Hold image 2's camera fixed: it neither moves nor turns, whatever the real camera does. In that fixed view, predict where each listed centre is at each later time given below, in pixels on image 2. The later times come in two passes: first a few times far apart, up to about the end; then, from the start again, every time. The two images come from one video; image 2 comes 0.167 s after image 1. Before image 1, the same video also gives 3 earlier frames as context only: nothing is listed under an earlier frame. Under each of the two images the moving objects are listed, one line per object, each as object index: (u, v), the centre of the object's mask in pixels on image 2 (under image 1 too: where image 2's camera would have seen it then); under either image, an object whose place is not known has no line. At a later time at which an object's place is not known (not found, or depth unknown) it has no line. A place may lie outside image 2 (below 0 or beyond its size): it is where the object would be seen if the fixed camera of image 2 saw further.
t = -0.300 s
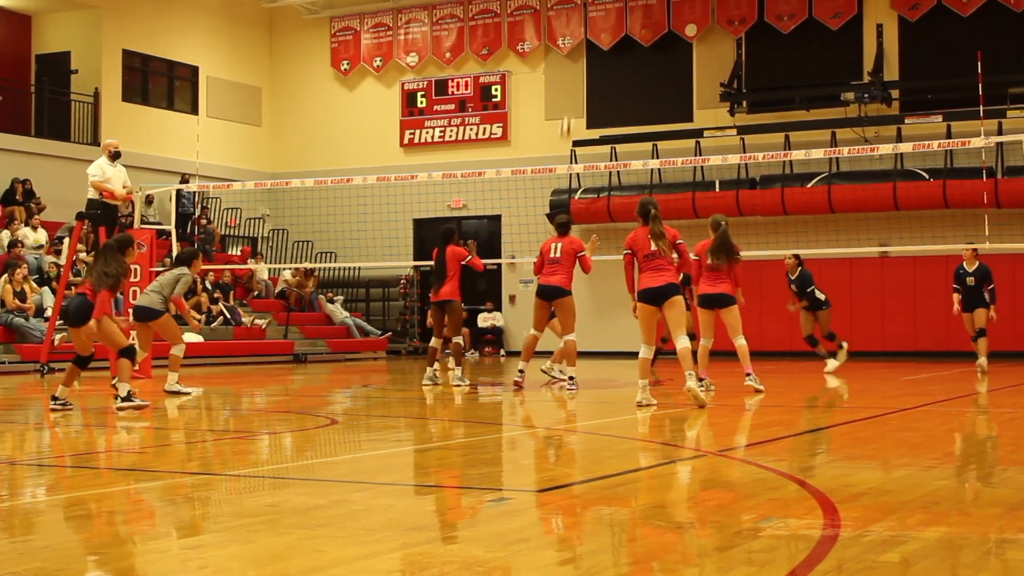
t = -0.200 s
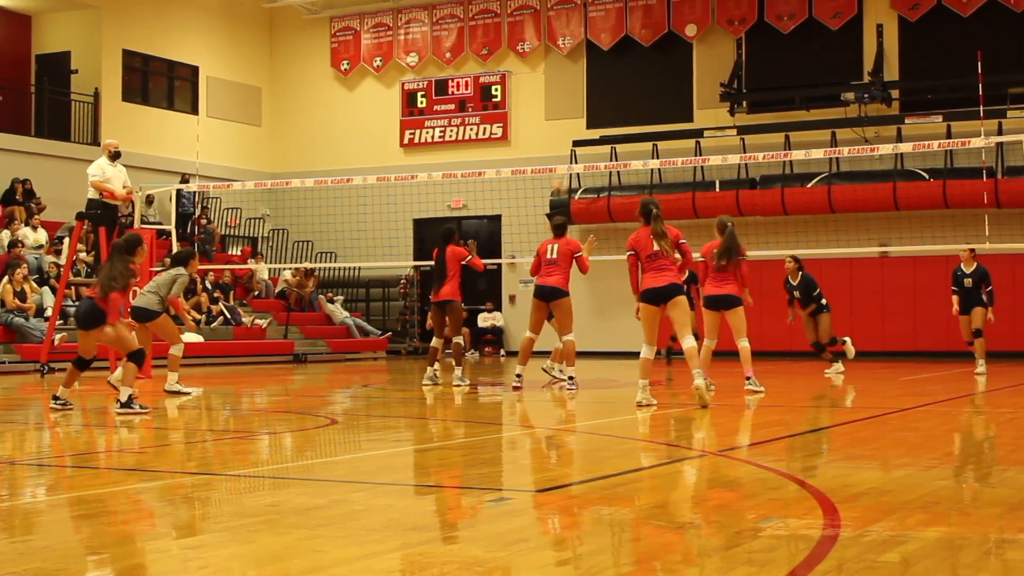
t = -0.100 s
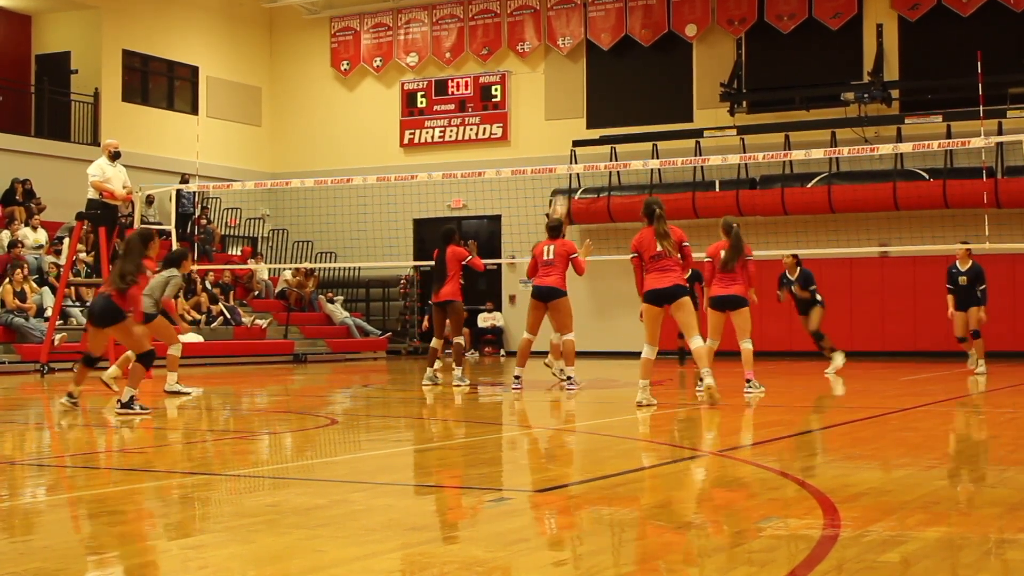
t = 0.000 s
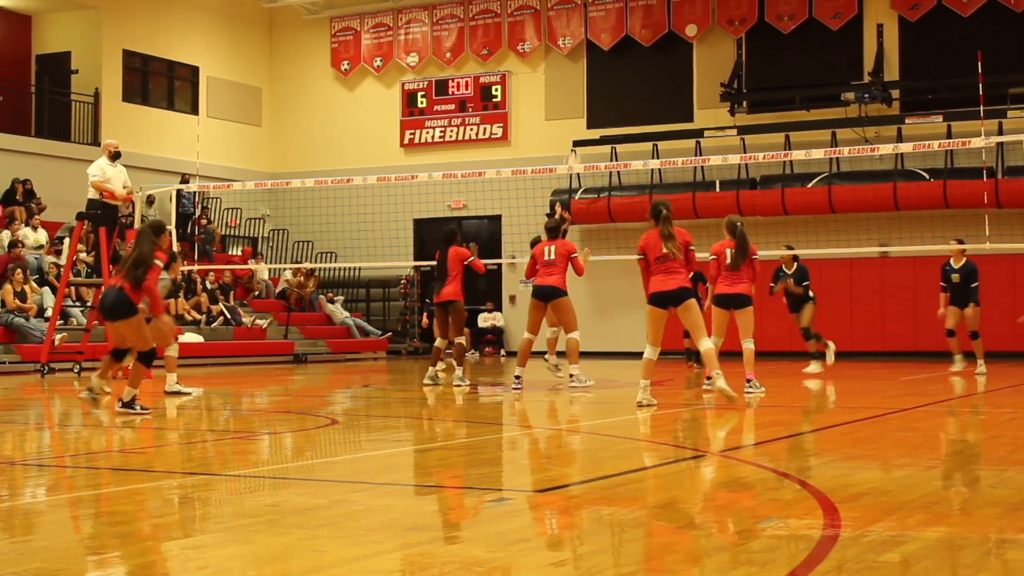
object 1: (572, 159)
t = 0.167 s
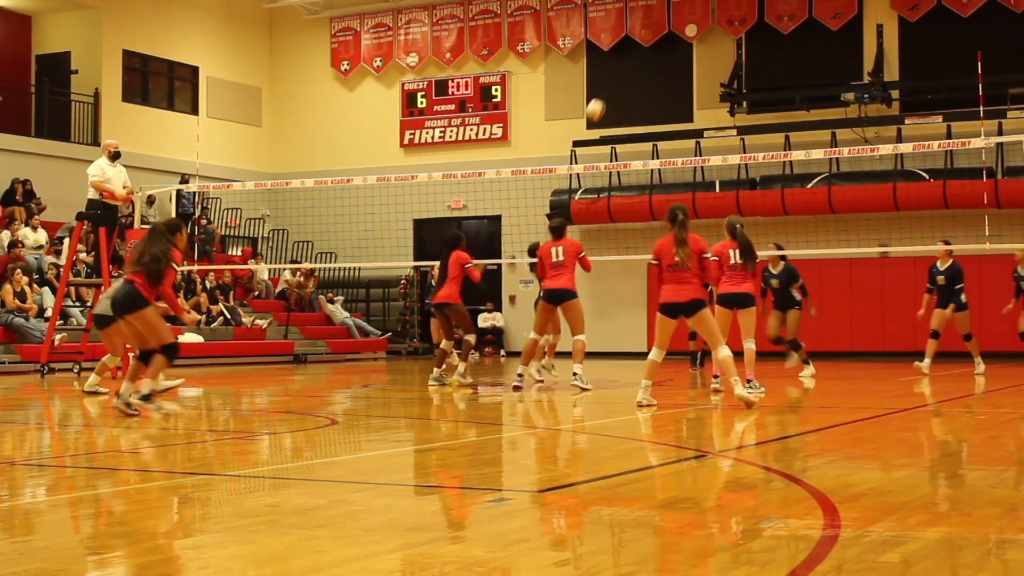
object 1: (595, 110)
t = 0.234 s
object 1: (604, 94)
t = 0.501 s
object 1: (641, 69)
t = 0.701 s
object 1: (669, 88)
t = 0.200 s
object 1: (600, 101)
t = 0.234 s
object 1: (604, 94)
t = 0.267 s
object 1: (609, 88)
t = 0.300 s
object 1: (613, 82)
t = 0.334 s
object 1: (618, 78)
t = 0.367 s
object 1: (622, 74)
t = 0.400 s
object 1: (627, 71)
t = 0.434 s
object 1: (632, 70)
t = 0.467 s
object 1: (637, 69)
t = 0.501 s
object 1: (641, 69)
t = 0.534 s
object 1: (646, 70)
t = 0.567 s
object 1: (651, 71)
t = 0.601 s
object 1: (655, 74)
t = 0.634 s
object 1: (660, 78)
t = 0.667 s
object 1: (665, 83)
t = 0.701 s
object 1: (669, 88)
